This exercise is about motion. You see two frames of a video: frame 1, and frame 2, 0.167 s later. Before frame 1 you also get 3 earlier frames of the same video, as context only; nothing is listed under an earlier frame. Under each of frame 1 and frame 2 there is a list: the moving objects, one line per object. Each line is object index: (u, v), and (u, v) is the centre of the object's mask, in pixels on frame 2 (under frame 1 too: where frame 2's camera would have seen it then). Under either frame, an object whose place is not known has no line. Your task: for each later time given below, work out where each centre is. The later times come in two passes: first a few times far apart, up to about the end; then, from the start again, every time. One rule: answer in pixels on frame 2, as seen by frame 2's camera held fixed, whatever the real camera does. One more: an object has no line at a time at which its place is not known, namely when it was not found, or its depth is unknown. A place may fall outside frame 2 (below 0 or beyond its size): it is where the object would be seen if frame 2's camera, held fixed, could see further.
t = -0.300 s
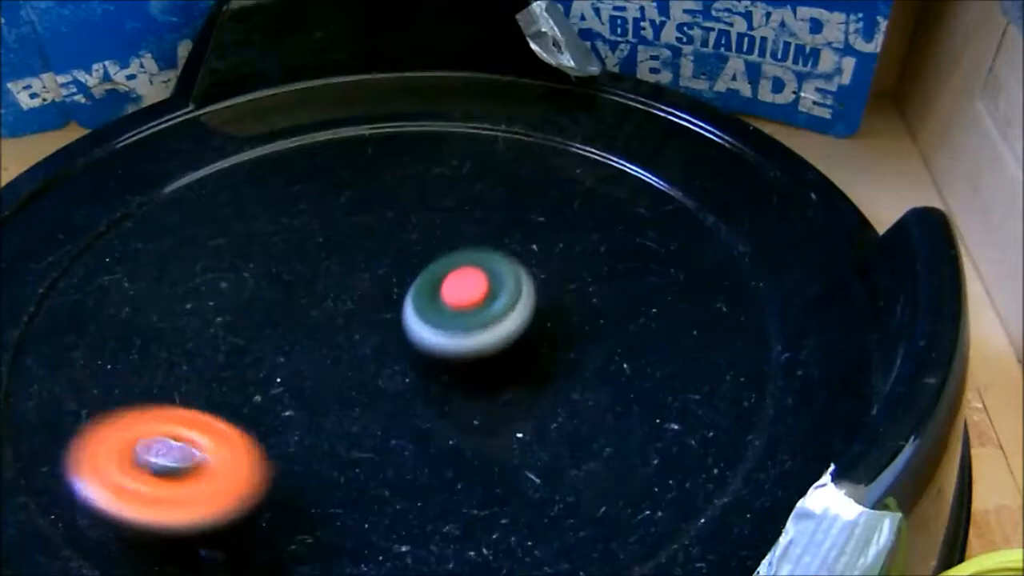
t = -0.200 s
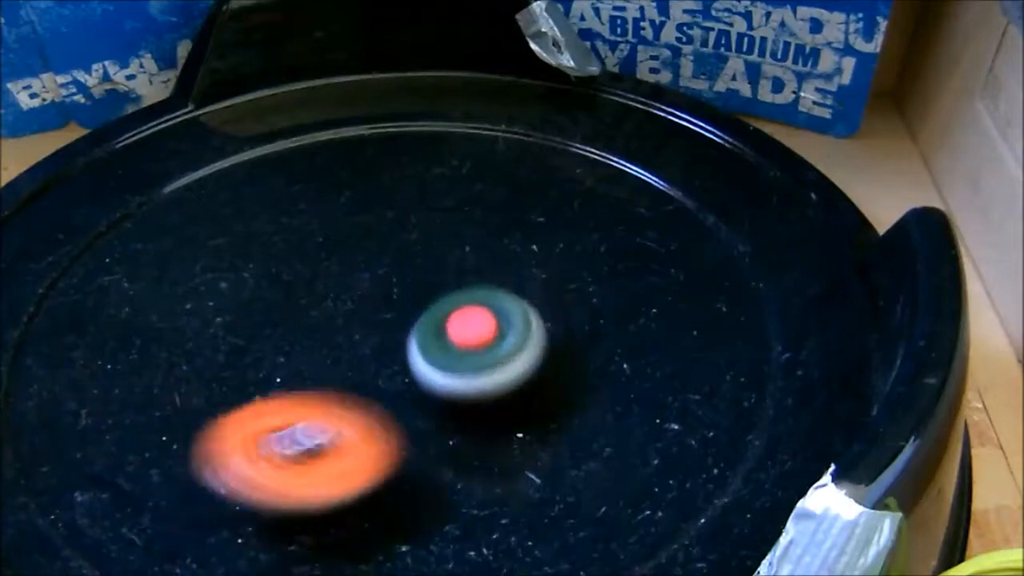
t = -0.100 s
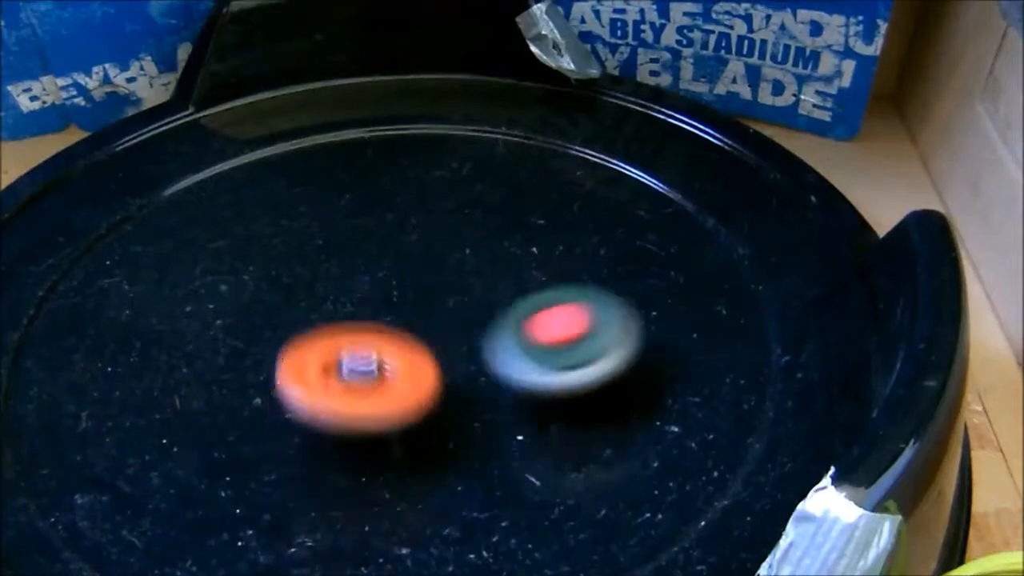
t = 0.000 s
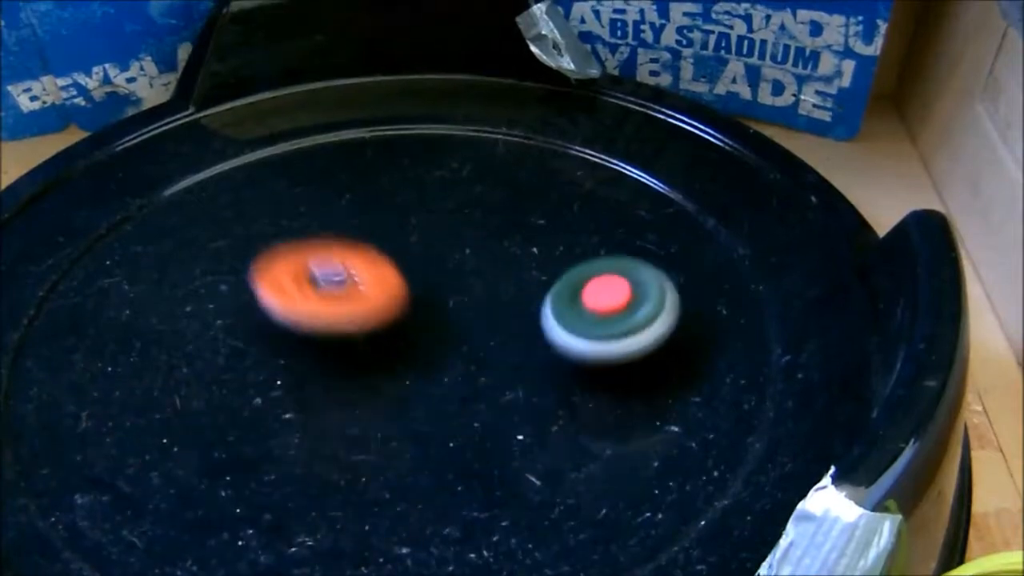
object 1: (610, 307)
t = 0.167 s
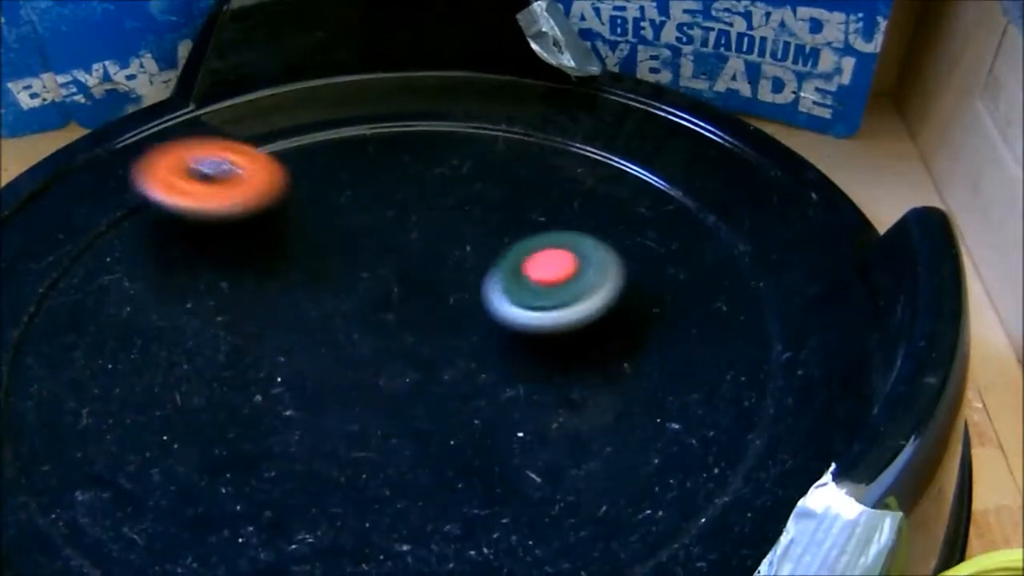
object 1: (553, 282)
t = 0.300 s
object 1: (485, 300)
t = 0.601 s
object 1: (431, 415)
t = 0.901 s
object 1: (445, 145)
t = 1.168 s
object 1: (222, 223)
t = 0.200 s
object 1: (534, 284)
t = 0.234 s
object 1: (515, 288)
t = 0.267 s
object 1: (499, 293)
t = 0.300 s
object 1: (485, 300)
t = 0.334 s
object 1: (472, 309)
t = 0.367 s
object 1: (459, 322)
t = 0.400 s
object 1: (446, 336)
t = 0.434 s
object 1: (436, 351)
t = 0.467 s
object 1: (428, 366)
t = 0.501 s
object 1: (423, 380)
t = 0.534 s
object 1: (422, 393)
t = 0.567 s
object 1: (425, 406)
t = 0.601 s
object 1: (431, 415)
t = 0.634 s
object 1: (442, 418)
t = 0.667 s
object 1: (453, 403)
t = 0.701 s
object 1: (463, 360)
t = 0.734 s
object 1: (471, 308)
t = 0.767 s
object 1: (475, 260)
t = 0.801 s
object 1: (474, 220)
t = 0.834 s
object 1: (468, 187)
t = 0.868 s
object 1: (459, 162)
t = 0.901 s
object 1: (445, 145)
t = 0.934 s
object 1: (425, 137)
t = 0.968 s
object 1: (400, 134)
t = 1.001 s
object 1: (371, 141)
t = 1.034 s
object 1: (340, 151)
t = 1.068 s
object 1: (309, 166)
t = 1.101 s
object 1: (273, 184)
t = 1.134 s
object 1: (245, 203)
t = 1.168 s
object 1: (222, 223)
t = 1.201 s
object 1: (204, 244)
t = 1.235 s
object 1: (188, 264)
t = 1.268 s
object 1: (171, 286)
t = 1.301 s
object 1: (155, 309)
